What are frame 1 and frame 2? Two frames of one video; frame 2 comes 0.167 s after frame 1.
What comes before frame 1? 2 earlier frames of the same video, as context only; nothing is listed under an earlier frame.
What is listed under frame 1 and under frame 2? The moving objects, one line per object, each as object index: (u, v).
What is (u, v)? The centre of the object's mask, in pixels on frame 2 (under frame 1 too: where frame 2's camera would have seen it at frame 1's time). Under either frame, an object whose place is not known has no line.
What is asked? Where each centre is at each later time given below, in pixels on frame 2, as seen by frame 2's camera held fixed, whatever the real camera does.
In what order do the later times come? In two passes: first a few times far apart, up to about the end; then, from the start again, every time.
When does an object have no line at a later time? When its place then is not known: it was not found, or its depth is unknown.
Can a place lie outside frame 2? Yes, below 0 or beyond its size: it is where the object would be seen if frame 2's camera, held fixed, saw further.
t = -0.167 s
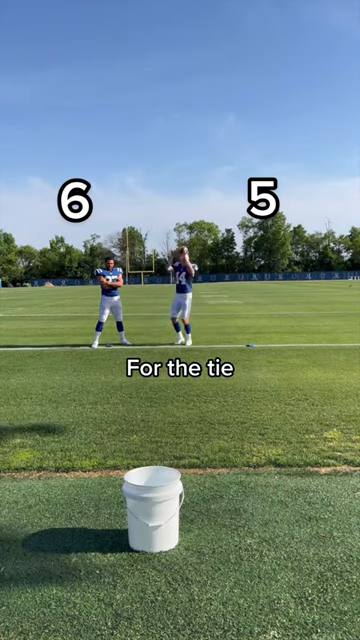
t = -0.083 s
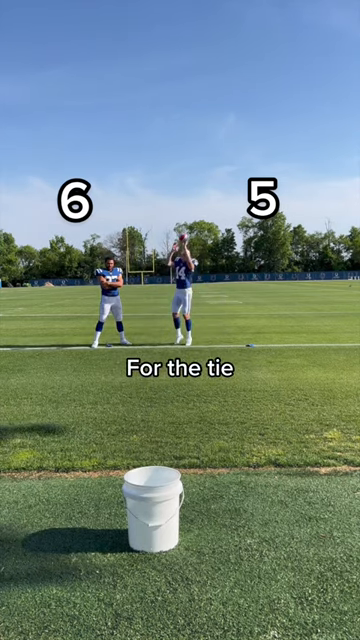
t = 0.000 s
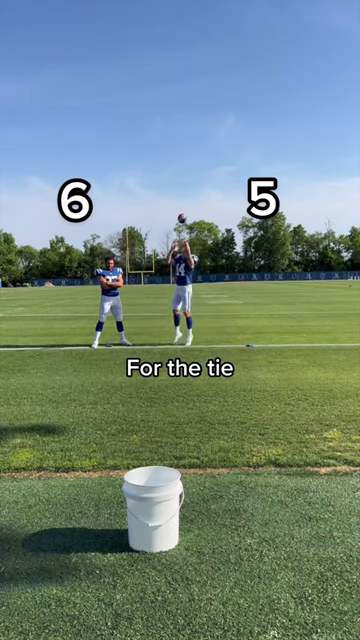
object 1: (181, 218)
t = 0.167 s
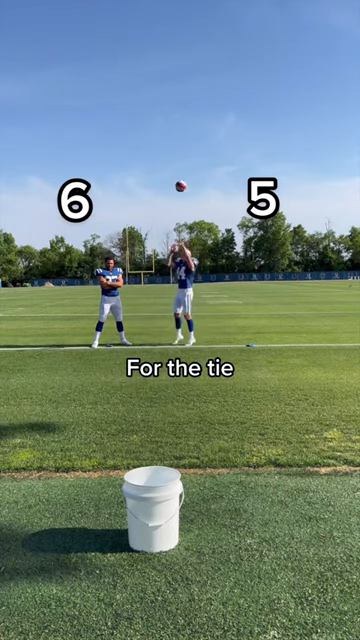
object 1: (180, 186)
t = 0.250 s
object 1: (179, 173)
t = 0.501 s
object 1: (179, 161)
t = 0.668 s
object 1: (180, 186)
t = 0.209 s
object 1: (180, 178)
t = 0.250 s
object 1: (179, 173)
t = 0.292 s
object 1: (179, 168)
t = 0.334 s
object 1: (179, 165)
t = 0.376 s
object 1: (179, 161)
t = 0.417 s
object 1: (179, 160)
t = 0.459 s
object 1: (179, 160)
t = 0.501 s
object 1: (179, 161)
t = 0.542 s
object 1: (179, 164)
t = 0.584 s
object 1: (179, 168)
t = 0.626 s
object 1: (179, 178)
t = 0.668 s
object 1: (180, 186)
